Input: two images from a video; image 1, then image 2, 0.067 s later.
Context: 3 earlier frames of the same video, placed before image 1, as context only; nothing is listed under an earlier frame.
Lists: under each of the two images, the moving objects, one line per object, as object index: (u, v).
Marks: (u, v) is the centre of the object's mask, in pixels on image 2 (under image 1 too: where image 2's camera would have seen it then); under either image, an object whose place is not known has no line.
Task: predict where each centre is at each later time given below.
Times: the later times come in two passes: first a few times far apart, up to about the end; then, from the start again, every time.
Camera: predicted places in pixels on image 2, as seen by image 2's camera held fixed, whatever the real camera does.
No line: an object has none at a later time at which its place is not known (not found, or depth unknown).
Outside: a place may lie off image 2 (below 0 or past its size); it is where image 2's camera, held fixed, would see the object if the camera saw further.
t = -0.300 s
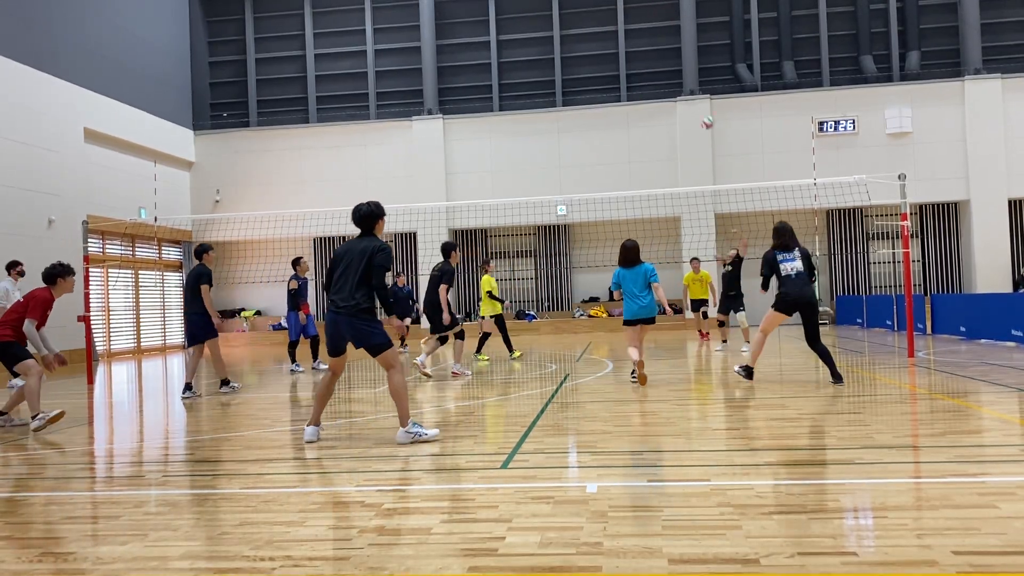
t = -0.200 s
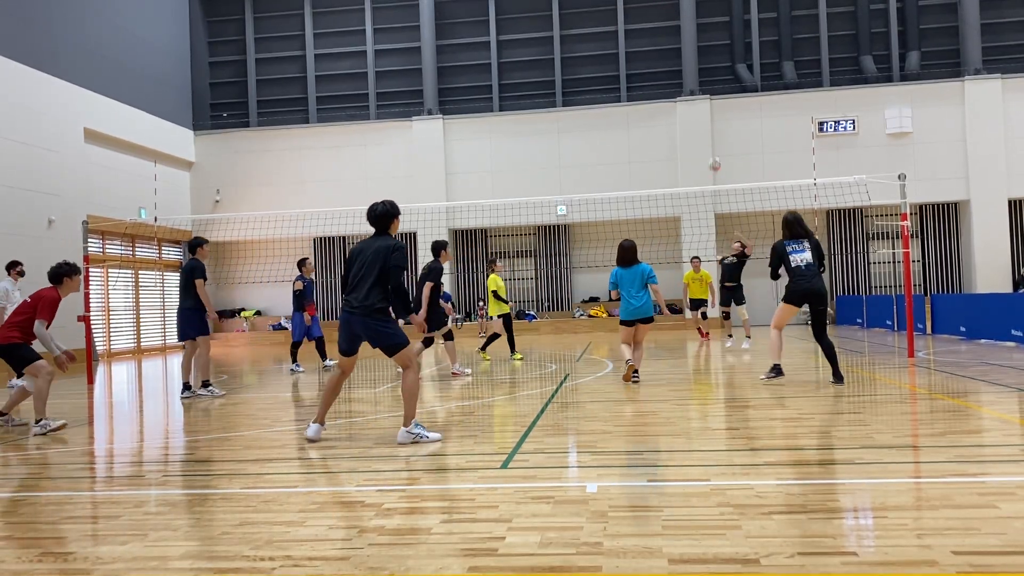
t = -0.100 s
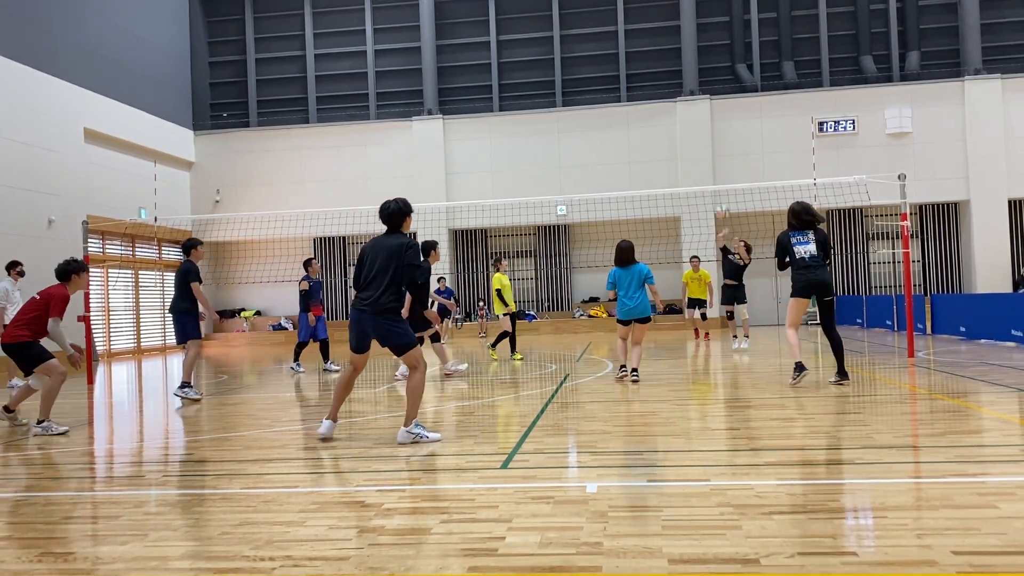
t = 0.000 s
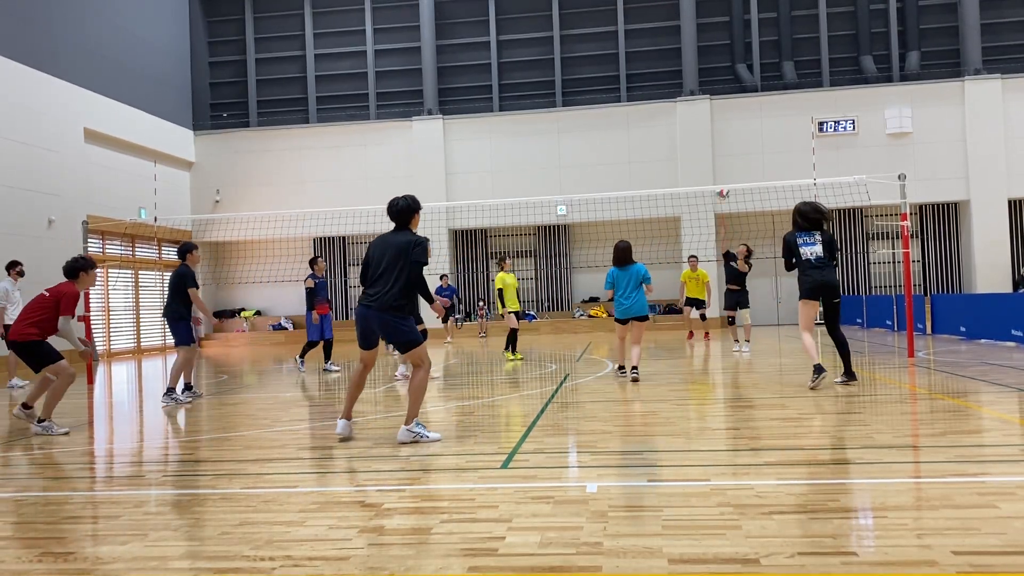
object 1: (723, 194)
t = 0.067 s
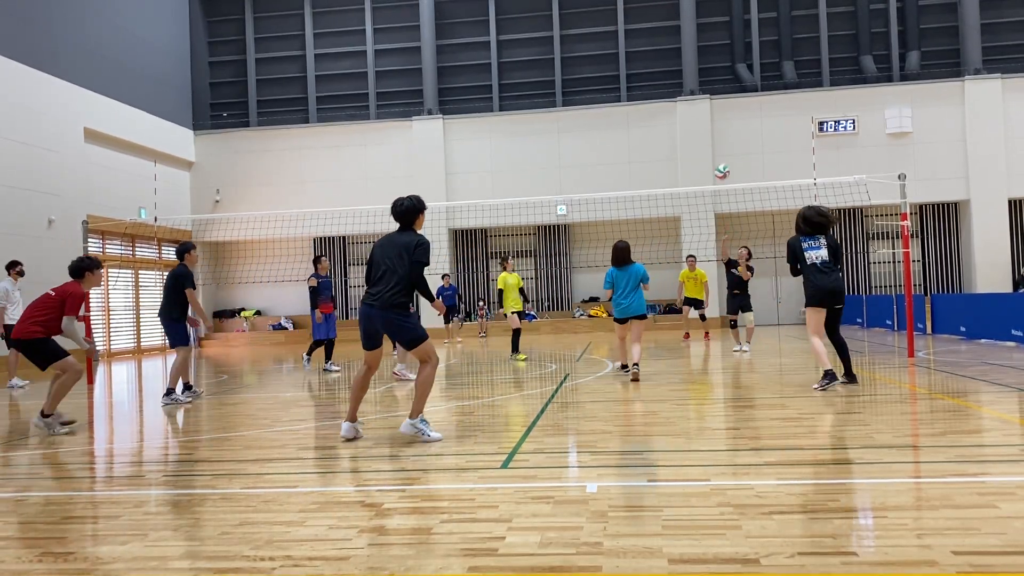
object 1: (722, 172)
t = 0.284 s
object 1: (720, 118)
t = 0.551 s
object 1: (721, 105)
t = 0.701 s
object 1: (726, 153)
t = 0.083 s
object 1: (722, 167)
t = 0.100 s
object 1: (721, 162)
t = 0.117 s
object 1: (721, 157)
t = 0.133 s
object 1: (721, 153)
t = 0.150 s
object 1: (721, 148)
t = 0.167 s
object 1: (720, 144)
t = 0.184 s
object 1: (721, 140)
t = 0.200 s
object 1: (720, 136)
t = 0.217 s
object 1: (720, 131)
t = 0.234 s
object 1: (720, 128)
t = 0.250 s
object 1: (720, 124)
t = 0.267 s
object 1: (720, 120)
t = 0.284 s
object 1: (720, 118)
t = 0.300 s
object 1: (720, 115)
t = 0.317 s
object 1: (720, 112)
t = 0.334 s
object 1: (720, 109)
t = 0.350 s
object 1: (720, 108)
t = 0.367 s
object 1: (720, 105)
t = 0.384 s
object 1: (720, 103)
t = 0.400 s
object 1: (720, 102)
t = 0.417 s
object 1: (721, 101)
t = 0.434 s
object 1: (720, 100)
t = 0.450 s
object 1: (721, 100)
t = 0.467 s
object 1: (720, 99)
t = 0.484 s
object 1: (720, 100)
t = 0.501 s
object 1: (721, 100)
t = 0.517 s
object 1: (721, 101)
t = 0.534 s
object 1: (721, 103)
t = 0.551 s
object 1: (721, 105)
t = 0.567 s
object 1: (722, 108)
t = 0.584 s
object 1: (722, 111)
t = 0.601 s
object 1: (722, 115)
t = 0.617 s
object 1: (723, 119)
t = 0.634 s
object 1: (724, 124)
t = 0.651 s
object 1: (724, 130)
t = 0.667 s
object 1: (724, 137)
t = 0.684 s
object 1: (726, 145)
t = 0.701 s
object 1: (726, 153)
